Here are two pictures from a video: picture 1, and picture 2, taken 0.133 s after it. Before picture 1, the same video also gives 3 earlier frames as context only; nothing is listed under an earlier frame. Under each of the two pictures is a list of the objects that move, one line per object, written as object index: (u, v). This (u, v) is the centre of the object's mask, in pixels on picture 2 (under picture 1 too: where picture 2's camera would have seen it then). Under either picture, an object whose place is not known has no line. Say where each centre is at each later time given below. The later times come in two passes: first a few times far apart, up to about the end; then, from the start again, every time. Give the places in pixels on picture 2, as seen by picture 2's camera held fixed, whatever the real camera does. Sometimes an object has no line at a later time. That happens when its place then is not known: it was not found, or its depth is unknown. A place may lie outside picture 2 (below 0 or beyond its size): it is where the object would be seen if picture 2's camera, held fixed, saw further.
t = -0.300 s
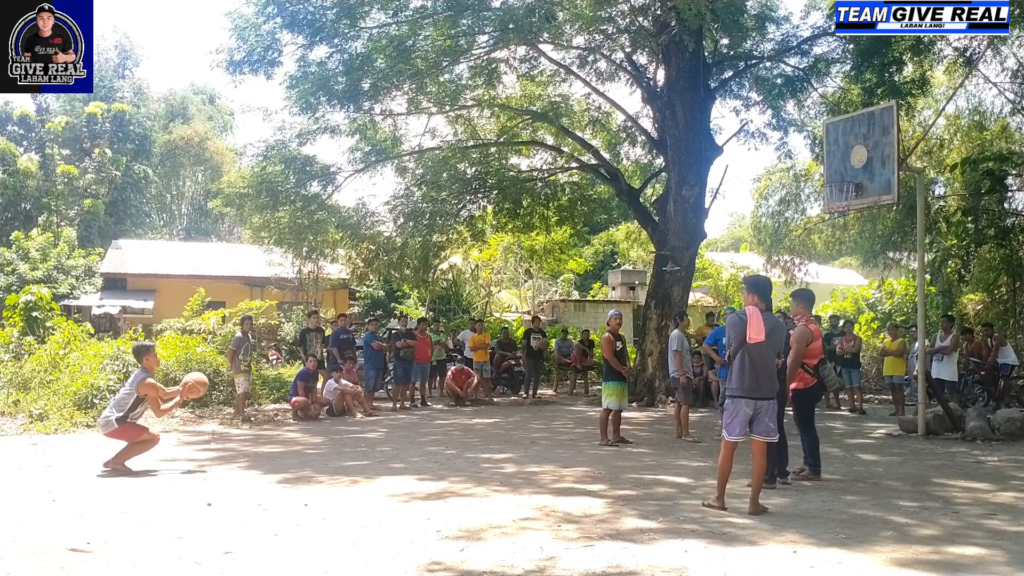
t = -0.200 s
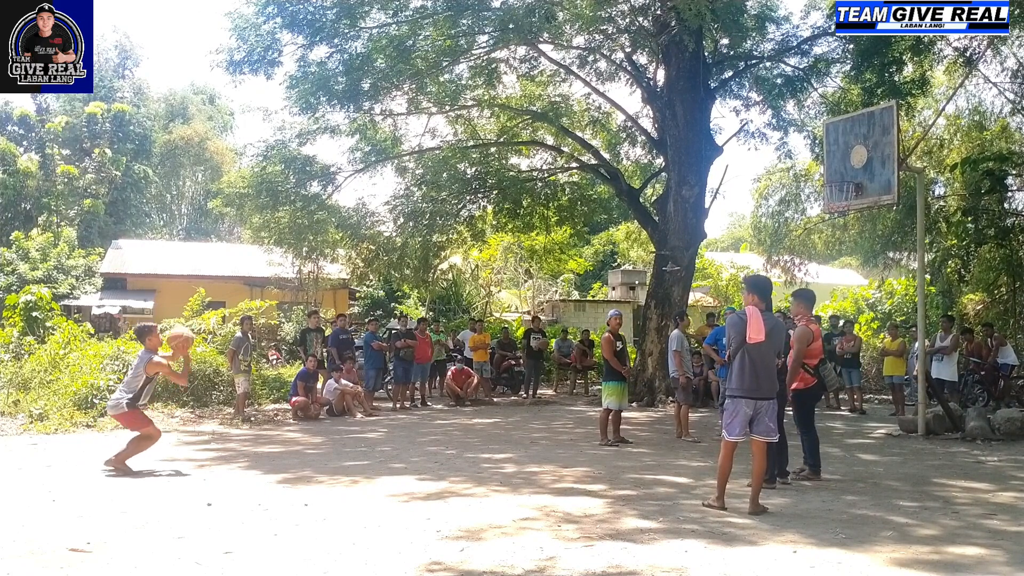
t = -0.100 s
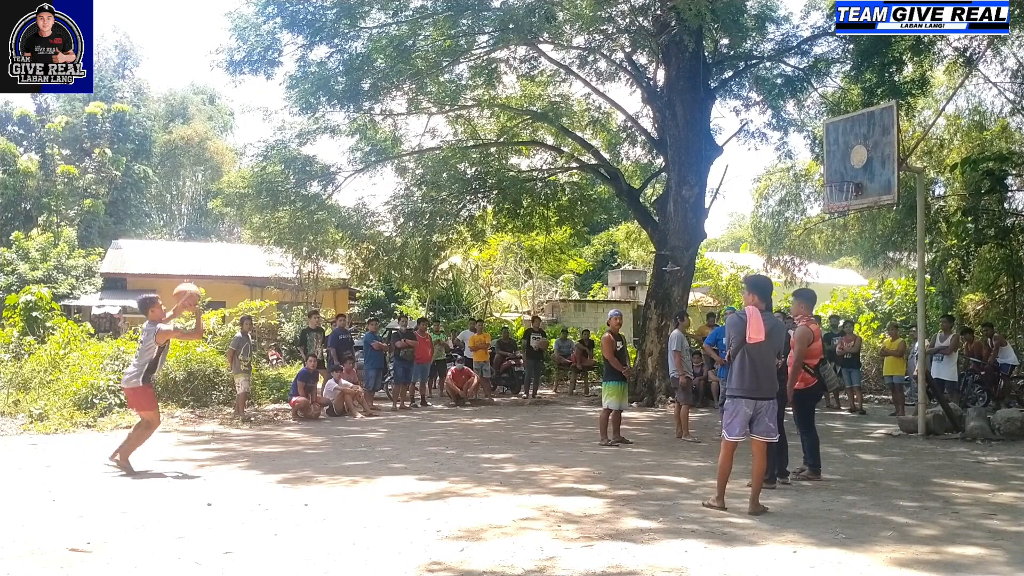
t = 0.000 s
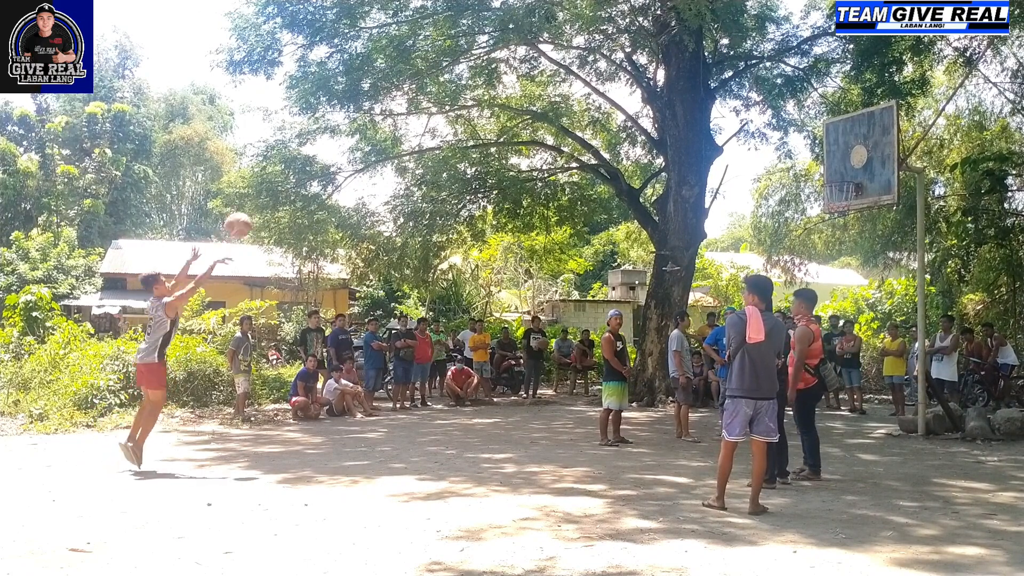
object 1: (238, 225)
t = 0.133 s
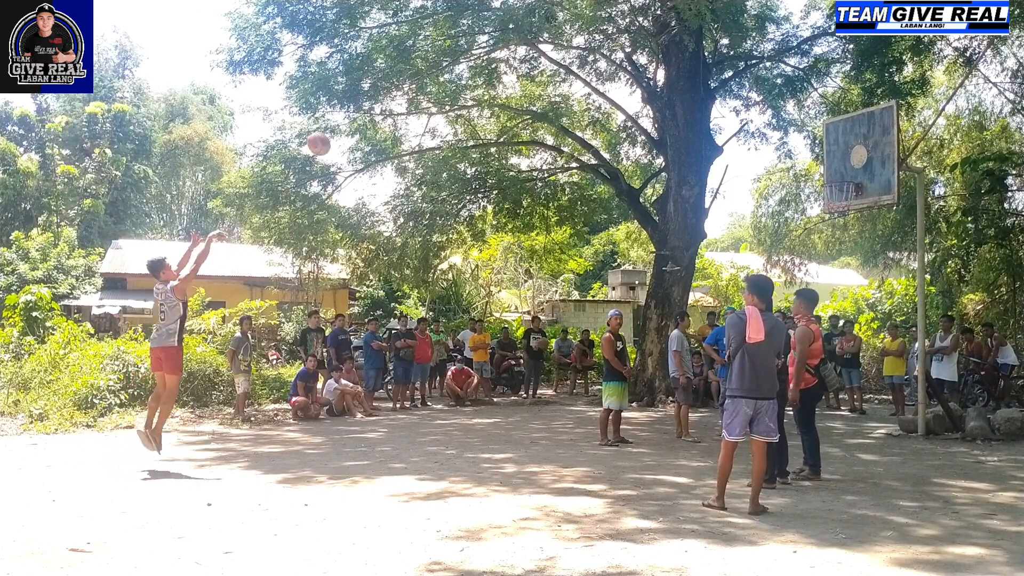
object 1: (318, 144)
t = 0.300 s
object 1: (410, 73)
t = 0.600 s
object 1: (558, 16)
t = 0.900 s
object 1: (688, 39)
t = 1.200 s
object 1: (805, 130)
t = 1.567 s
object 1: (806, 158)
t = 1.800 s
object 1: (768, 171)
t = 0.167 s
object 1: (338, 128)
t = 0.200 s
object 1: (357, 111)
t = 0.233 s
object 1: (375, 97)
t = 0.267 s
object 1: (393, 84)
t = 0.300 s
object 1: (410, 73)
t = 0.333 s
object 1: (428, 62)
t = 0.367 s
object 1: (446, 53)
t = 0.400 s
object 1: (463, 44)
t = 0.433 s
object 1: (479, 36)
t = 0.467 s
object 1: (496, 30)
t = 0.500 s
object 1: (512, 25)
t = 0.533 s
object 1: (527, 21)
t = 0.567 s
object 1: (543, 18)
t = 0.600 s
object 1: (558, 16)
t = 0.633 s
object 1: (573, 15)
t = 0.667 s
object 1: (588, 14)
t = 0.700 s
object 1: (603, 15)
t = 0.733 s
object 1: (618, 17)
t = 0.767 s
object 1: (632, 19)
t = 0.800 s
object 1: (647, 23)
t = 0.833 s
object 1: (660, 27)
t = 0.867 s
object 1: (675, 32)
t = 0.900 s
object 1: (688, 39)
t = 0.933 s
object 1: (701, 45)
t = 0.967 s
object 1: (715, 53)
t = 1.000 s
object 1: (729, 62)
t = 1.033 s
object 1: (742, 71)
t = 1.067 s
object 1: (755, 81)
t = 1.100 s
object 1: (767, 93)
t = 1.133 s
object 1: (780, 103)
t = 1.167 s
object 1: (793, 116)
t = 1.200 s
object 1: (805, 130)
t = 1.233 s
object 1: (818, 144)
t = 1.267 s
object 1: (830, 158)
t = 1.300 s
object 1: (842, 173)
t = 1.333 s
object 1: (844, 177)
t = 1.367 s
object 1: (840, 178)
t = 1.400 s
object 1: (834, 173)
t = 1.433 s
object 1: (828, 169)
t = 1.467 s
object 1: (822, 165)
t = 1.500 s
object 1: (817, 161)
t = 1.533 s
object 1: (811, 159)
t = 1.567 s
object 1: (806, 158)
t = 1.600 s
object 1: (800, 157)
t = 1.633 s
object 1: (794, 157)
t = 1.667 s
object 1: (789, 159)
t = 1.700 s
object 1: (784, 161)
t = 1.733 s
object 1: (779, 163)
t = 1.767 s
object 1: (773, 167)
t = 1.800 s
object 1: (768, 171)
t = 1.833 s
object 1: (763, 177)
